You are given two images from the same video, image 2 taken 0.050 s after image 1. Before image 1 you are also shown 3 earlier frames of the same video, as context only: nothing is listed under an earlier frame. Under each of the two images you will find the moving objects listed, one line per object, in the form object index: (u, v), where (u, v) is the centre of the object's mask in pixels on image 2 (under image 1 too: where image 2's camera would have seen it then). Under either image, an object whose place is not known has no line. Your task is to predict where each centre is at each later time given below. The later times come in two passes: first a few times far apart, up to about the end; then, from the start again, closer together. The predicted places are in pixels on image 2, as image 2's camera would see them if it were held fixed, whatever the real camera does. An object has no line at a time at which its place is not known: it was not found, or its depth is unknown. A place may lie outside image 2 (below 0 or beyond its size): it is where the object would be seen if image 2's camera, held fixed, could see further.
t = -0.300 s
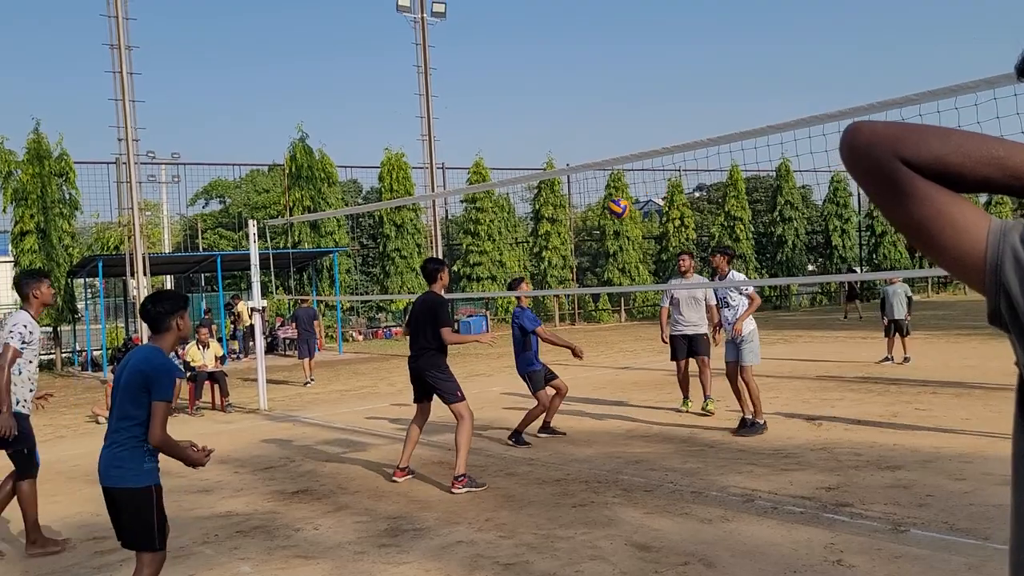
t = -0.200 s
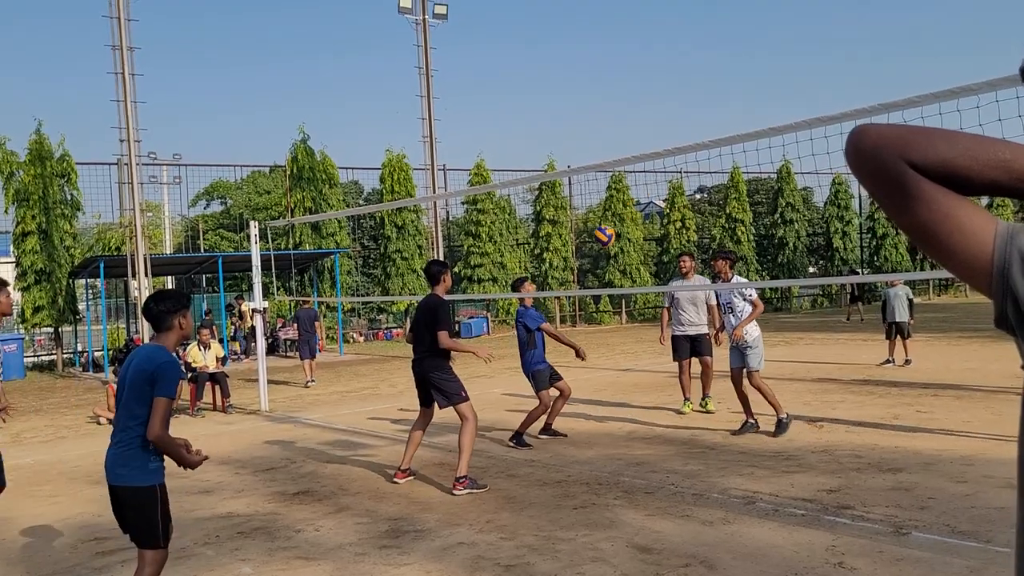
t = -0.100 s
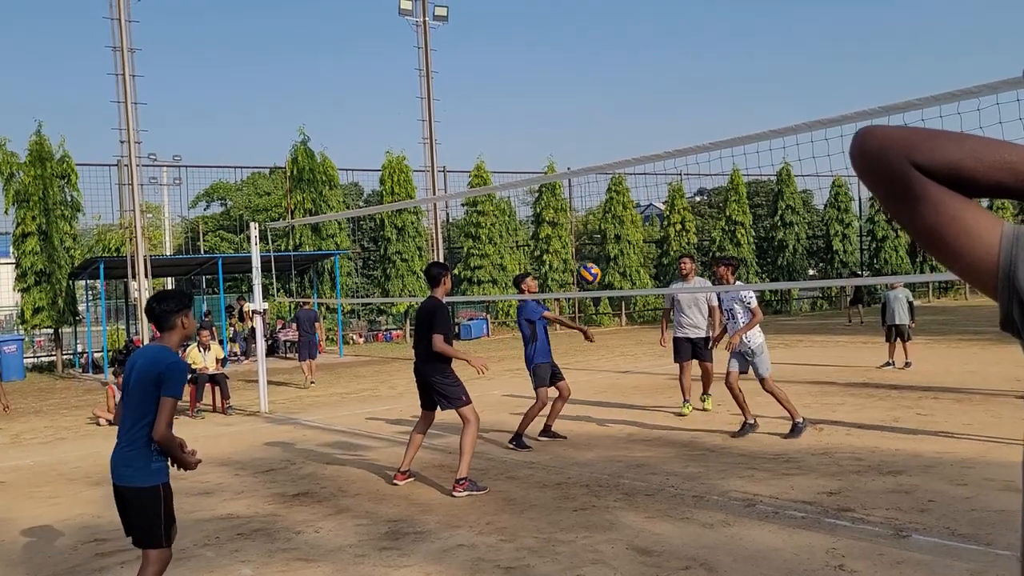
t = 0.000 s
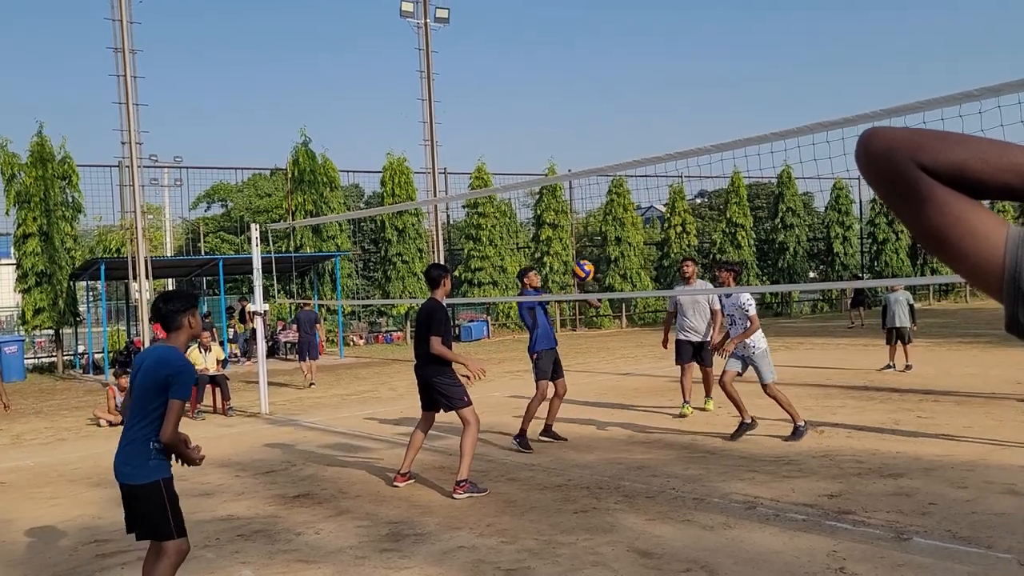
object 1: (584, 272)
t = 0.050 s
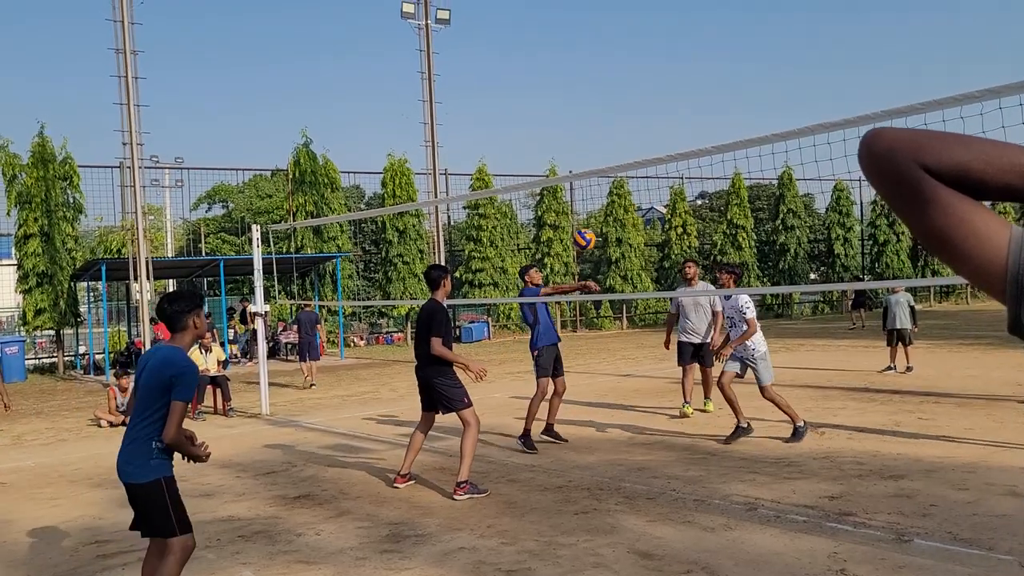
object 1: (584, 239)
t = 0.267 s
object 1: (589, 129)
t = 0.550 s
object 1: (597, 55)
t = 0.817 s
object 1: (609, 62)
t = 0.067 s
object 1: (584, 229)
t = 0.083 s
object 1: (585, 219)
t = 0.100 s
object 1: (585, 210)
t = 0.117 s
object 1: (586, 201)
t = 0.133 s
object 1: (586, 192)
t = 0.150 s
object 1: (587, 185)
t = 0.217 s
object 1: (588, 150)
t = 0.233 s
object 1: (588, 143)
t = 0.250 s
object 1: (588, 135)
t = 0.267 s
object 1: (589, 129)
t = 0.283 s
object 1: (589, 122)
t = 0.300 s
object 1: (590, 116)
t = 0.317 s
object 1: (590, 110)
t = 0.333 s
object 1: (590, 104)
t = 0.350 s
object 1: (591, 99)
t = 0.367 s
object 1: (592, 93)
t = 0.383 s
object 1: (592, 88)
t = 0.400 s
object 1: (592, 84)
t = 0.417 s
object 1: (593, 80)
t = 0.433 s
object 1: (593, 75)
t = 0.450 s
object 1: (594, 72)
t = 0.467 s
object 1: (595, 68)
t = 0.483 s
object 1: (595, 65)
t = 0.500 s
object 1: (596, 62)
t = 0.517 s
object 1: (596, 59)
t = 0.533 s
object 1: (597, 57)
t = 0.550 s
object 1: (597, 55)
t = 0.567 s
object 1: (598, 53)
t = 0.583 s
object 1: (599, 52)
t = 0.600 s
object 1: (599, 51)
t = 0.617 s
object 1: (600, 50)
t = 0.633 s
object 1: (601, 49)
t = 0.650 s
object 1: (601, 49)
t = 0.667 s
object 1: (602, 49)
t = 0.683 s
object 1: (603, 49)
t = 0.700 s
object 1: (604, 50)
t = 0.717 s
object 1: (605, 51)
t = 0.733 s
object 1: (605, 52)
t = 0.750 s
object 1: (606, 53)
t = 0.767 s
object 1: (607, 55)
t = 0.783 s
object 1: (608, 57)
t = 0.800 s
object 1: (608, 60)
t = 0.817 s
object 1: (609, 62)
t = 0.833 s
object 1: (610, 65)
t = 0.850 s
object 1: (611, 69)
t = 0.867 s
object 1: (612, 72)
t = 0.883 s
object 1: (613, 76)
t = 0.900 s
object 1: (614, 80)
